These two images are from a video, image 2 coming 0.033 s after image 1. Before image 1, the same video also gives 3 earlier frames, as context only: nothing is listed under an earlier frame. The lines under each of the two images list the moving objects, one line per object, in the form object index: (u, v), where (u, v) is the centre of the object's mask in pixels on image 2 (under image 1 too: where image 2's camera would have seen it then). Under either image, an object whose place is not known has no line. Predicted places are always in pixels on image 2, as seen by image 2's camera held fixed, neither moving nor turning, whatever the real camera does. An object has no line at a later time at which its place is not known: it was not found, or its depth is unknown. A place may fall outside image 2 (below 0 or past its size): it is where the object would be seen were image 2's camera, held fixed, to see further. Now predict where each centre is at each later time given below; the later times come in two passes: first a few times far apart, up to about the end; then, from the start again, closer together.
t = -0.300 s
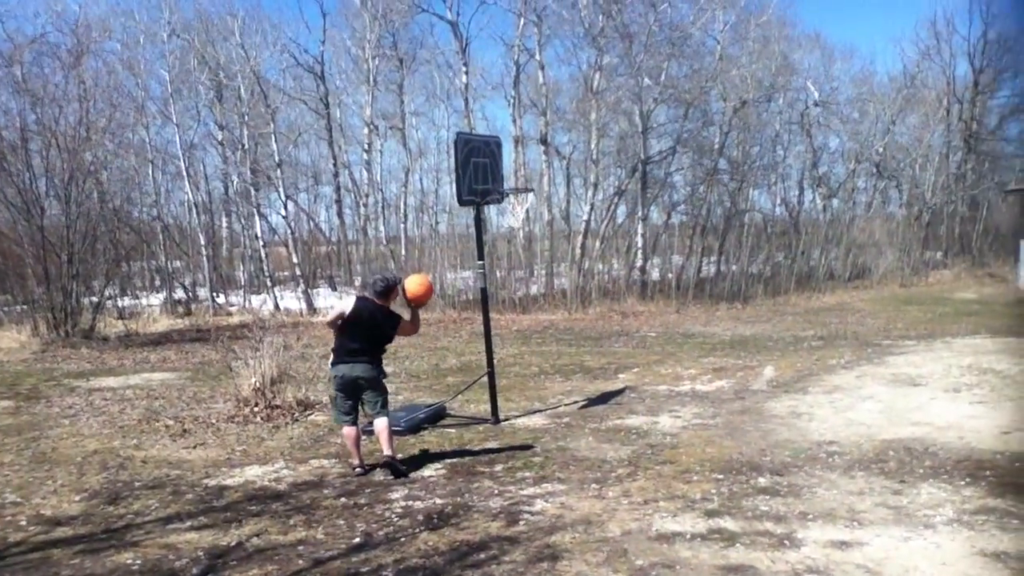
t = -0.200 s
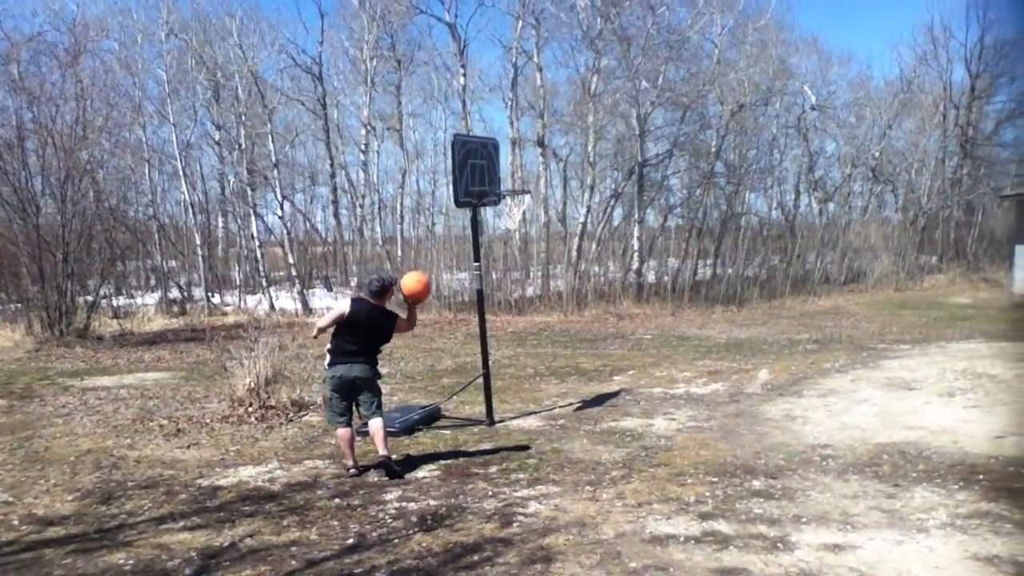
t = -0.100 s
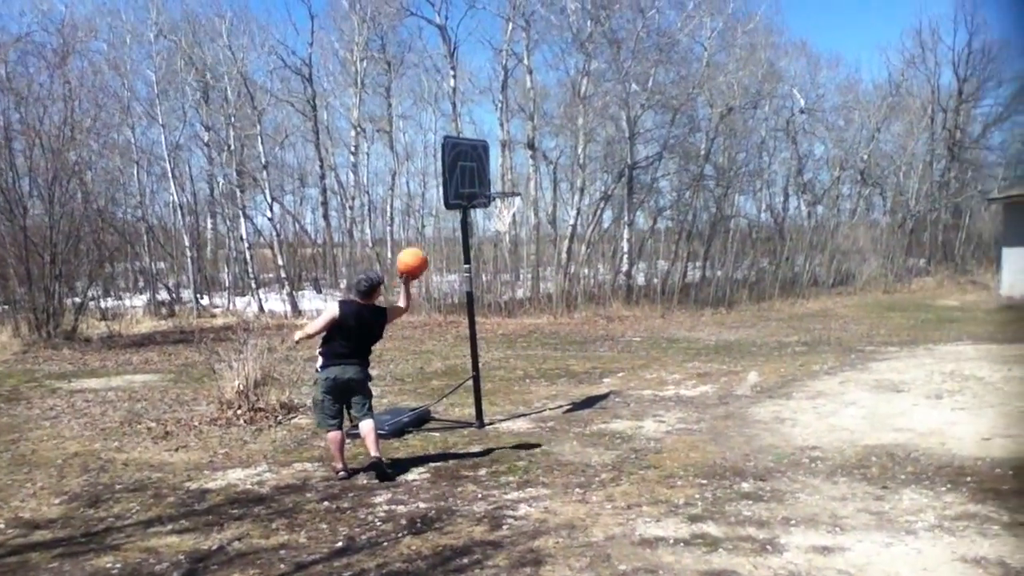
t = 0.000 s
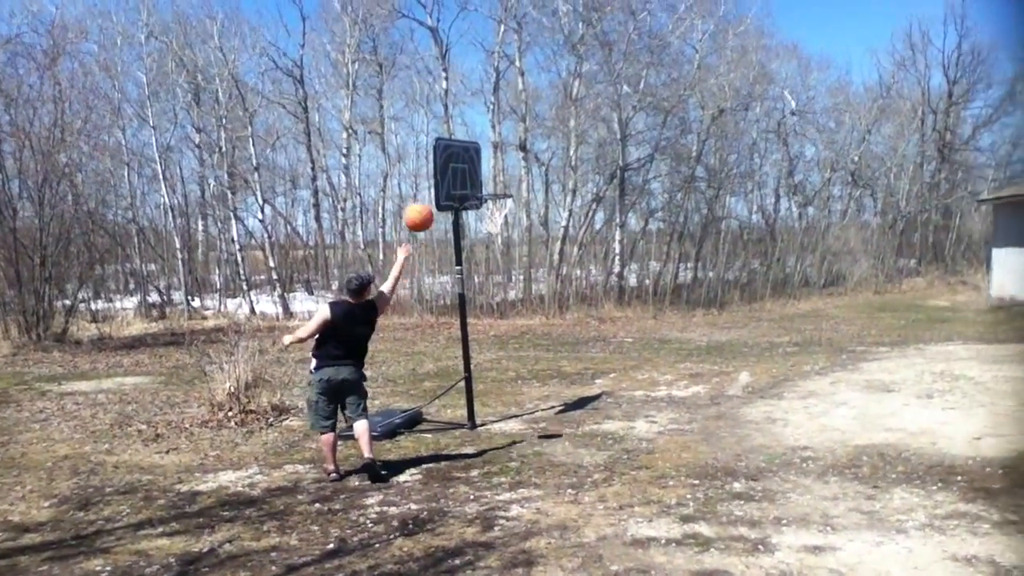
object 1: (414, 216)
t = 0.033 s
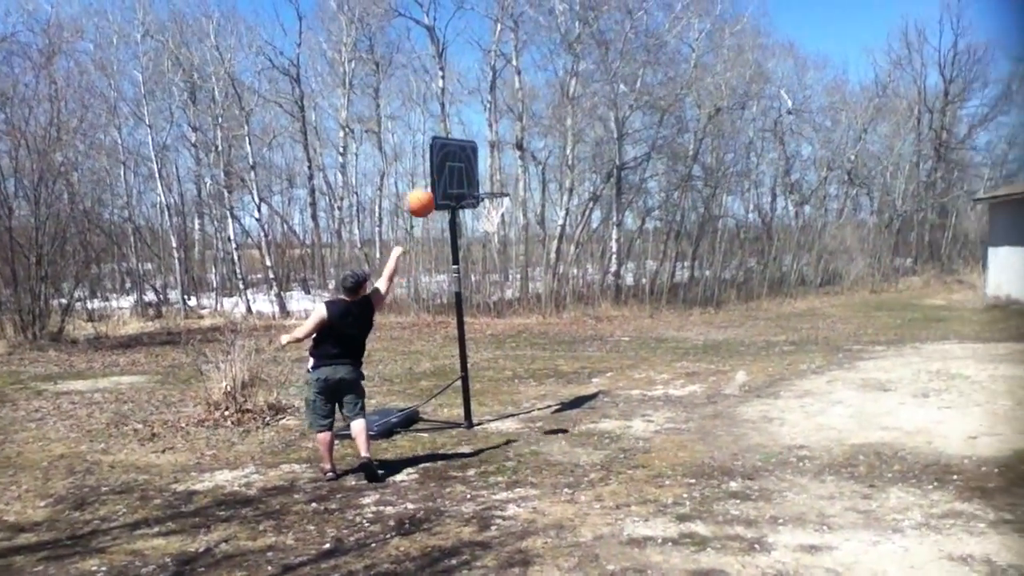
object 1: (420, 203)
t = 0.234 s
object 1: (451, 149)
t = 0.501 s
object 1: (489, 157)
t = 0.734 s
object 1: (494, 173)
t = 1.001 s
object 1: (484, 182)
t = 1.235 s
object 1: (486, 241)
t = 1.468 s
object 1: (495, 351)
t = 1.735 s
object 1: (496, 357)
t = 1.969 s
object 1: (496, 327)
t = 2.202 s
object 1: (496, 349)
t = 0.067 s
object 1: (425, 189)
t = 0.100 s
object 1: (430, 178)
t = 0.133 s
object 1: (435, 169)
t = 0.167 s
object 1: (440, 160)
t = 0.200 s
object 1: (446, 154)
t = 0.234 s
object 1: (451, 149)
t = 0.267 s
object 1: (456, 145)
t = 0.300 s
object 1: (461, 144)
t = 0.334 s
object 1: (466, 143)
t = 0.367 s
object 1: (472, 141)
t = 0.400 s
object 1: (476, 144)
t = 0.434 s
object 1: (481, 146)
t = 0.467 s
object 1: (485, 152)
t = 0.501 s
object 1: (489, 157)
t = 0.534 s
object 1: (492, 164)
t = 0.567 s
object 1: (495, 174)
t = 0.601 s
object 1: (499, 182)
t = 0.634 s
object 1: (499, 183)
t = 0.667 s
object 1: (497, 179)
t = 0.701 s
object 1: (496, 175)
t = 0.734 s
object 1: (494, 173)
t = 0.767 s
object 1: (493, 171)
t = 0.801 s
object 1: (490, 170)
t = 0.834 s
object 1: (489, 169)
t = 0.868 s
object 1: (488, 169)
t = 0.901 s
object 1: (487, 171)
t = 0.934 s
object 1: (485, 174)
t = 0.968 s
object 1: (484, 177)
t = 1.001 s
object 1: (484, 182)
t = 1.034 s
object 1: (485, 185)
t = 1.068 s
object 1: (485, 189)
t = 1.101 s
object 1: (484, 200)
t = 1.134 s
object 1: (483, 208)
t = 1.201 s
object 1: (482, 236)
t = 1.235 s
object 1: (486, 241)
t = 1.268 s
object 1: (487, 253)
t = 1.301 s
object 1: (488, 267)
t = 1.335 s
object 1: (489, 282)
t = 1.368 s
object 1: (489, 297)
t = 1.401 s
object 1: (492, 314)
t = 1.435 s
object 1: (494, 332)
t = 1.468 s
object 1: (495, 351)
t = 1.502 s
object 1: (496, 371)
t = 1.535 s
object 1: (497, 392)
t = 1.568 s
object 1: (499, 408)
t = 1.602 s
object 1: (497, 396)
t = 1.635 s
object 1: (497, 385)
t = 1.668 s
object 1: (497, 375)
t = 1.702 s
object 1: (497, 365)
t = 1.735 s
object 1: (496, 357)
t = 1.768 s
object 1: (496, 350)
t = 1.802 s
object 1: (495, 343)
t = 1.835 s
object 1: (495, 338)
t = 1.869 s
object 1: (495, 334)
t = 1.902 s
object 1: (495, 331)
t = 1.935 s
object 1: (495, 329)
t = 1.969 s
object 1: (496, 327)
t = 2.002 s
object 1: (496, 327)
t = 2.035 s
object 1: (495, 328)
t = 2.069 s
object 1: (495, 330)
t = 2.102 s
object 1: (495, 333)
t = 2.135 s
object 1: (495, 338)
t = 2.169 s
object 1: (495, 343)
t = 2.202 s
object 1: (496, 349)
